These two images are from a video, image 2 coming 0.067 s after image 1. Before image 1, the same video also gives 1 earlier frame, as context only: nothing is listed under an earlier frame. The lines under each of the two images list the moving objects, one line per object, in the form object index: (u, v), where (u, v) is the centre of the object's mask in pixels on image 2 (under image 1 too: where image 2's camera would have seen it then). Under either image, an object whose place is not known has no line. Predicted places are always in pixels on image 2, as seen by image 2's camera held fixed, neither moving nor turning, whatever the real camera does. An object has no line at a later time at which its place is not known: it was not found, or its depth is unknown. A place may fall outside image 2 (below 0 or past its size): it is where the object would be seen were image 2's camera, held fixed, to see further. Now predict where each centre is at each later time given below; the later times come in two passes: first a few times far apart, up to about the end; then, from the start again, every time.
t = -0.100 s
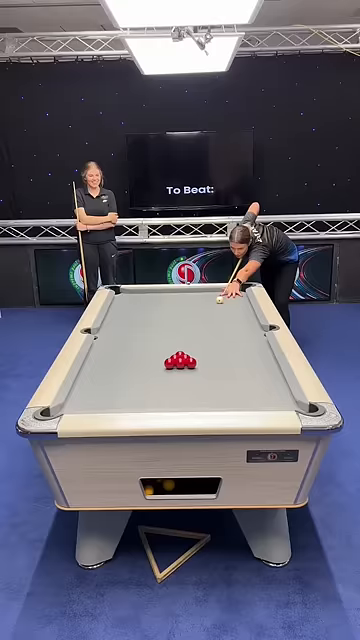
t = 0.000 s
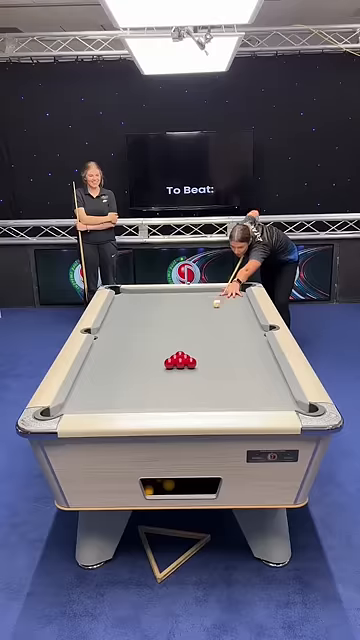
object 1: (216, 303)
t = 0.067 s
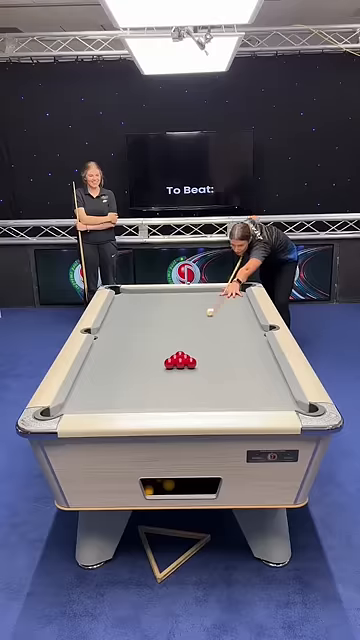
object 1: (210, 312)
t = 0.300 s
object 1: (185, 346)
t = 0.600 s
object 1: (158, 351)
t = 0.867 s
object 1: (138, 350)
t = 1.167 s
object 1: (116, 349)
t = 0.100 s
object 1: (206, 316)
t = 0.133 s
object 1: (203, 321)
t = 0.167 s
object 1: (200, 326)
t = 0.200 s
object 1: (197, 330)
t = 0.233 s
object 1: (193, 335)
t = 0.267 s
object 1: (189, 340)
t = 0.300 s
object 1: (185, 346)
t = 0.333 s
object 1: (180, 348)
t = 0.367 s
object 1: (176, 349)
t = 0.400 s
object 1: (173, 349)
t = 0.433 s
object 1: (171, 349)
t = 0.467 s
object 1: (169, 350)
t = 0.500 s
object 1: (166, 351)
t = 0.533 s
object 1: (163, 352)
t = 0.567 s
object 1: (161, 351)
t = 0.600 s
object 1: (158, 351)
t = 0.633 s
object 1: (156, 352)
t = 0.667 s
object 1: (153, 351)
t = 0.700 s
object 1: (151, 351)
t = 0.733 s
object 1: (149, 351)
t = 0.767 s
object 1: (146, 350)
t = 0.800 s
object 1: (143, 350)
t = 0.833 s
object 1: (140, 350)
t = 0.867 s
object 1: (138, 350)
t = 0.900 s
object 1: (135, 350)
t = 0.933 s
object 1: (133, 350)
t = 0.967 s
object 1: (131, 350)
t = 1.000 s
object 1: (129, 350)
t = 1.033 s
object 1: (126, 350)
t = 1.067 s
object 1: (123, 349)
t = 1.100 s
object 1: (121, 349)
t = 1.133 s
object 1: (119, 349)
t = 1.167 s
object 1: (116, 349)
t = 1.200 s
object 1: (114, 349)
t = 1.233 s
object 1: (112, 349)
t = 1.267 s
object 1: (110, 349)
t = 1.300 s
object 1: (108, 349)
